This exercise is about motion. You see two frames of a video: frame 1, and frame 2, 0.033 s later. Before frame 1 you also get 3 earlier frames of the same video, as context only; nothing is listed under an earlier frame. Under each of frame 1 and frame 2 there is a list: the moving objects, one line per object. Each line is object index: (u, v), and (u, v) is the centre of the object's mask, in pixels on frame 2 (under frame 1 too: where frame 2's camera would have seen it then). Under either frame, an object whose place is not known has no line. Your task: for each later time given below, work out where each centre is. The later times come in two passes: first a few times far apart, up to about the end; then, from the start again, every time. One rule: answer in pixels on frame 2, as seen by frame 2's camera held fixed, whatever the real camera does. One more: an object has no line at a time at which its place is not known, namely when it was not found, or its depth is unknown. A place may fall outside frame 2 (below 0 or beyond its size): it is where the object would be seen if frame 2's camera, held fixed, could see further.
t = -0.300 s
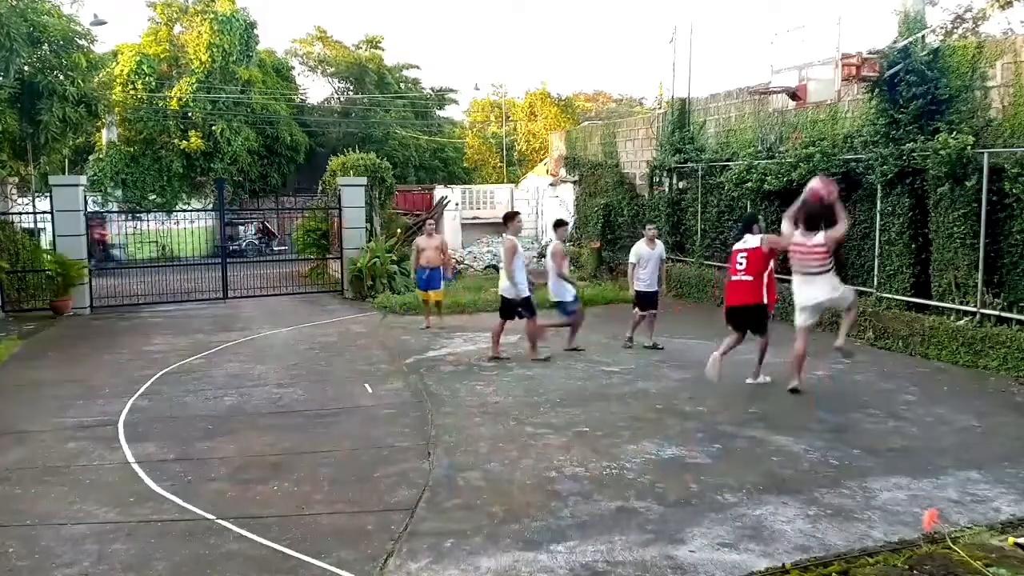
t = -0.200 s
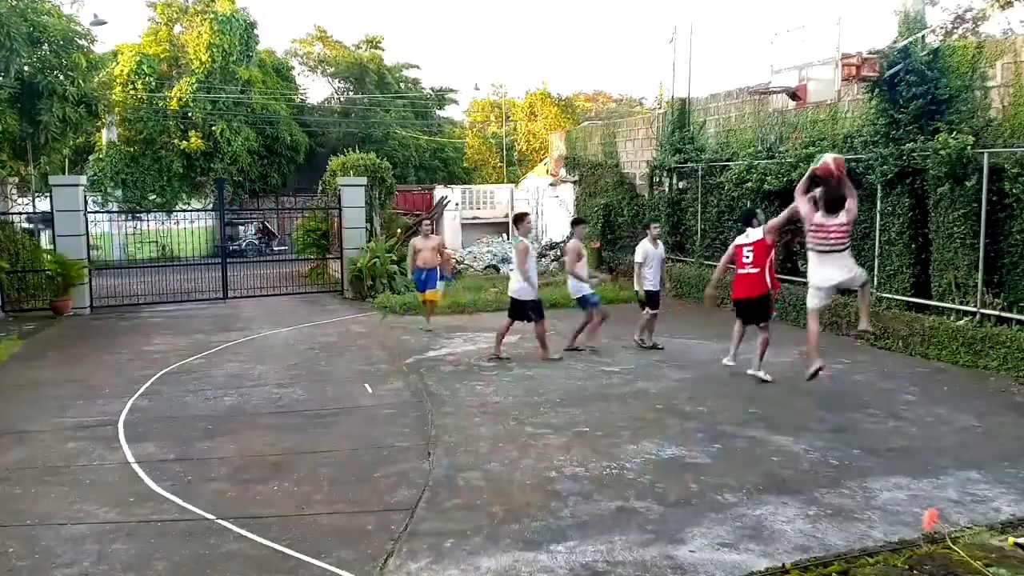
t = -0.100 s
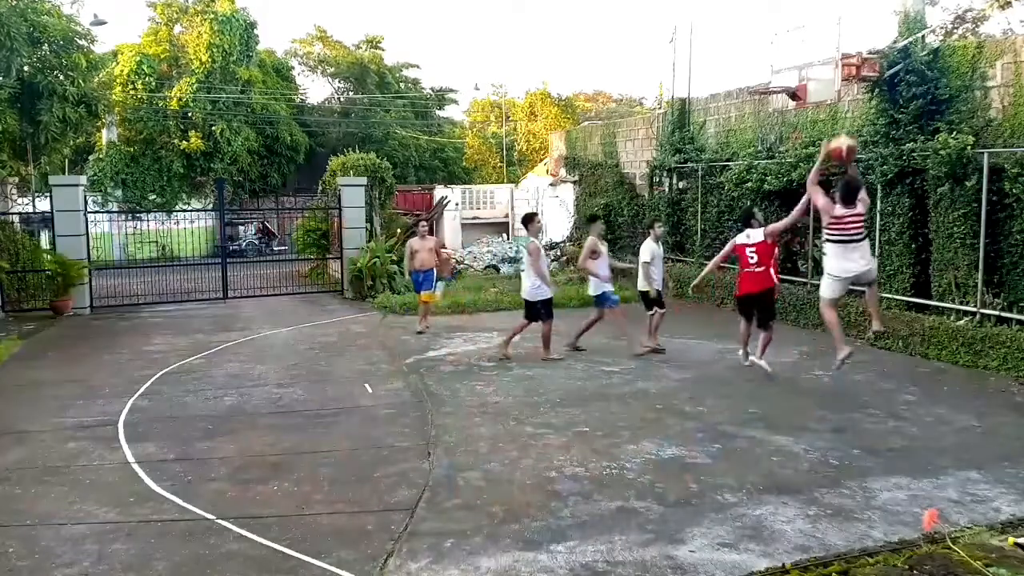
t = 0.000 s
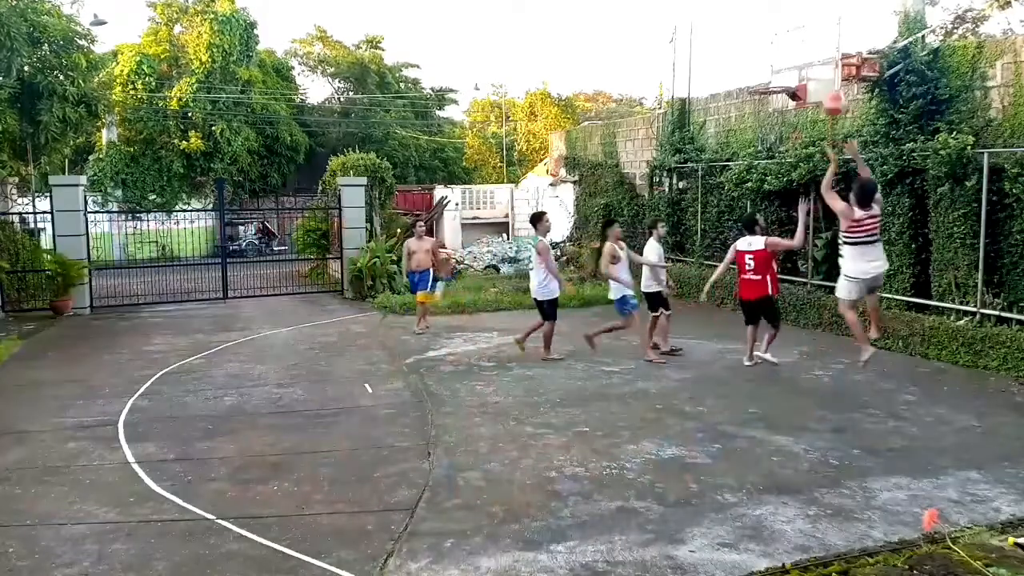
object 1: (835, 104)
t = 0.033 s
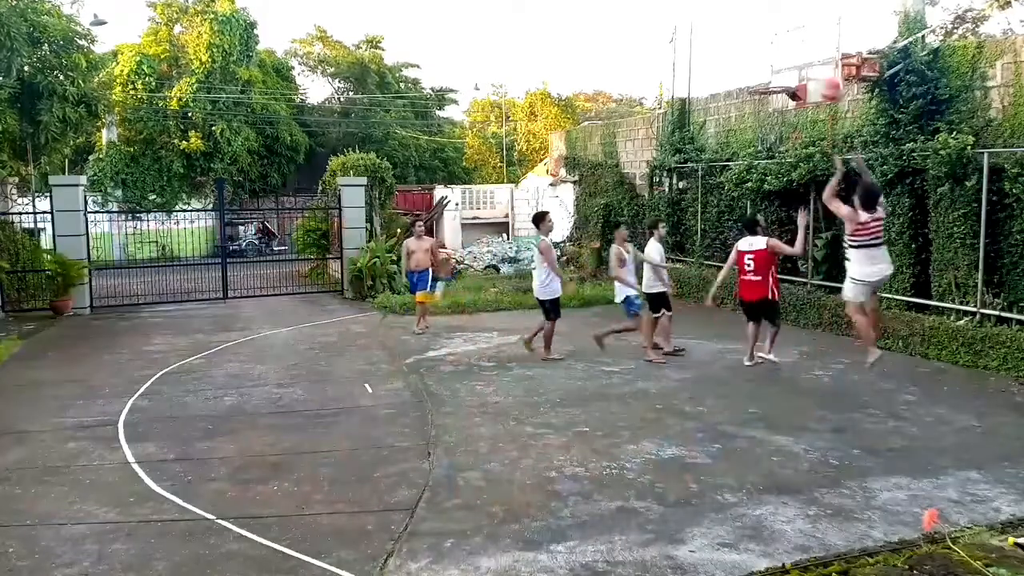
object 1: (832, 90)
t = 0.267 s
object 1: (811, 33)
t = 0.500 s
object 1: (783, 33)
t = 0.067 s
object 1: (829, 77)
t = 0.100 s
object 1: (826, 68)
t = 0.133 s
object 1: (822, 59)
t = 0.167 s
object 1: (820, 51)
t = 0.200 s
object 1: (817, 43)
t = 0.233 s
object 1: (814, 37)
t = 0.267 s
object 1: (811, 33)
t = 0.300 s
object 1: (808, 30)
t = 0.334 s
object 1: (805, 28)
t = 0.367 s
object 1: (802, 28)
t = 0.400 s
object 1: (800, 28)
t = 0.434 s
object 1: (796, 29)
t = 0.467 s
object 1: (789, 31)
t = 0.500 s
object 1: (783, 33)
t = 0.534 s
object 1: (778, 36)
